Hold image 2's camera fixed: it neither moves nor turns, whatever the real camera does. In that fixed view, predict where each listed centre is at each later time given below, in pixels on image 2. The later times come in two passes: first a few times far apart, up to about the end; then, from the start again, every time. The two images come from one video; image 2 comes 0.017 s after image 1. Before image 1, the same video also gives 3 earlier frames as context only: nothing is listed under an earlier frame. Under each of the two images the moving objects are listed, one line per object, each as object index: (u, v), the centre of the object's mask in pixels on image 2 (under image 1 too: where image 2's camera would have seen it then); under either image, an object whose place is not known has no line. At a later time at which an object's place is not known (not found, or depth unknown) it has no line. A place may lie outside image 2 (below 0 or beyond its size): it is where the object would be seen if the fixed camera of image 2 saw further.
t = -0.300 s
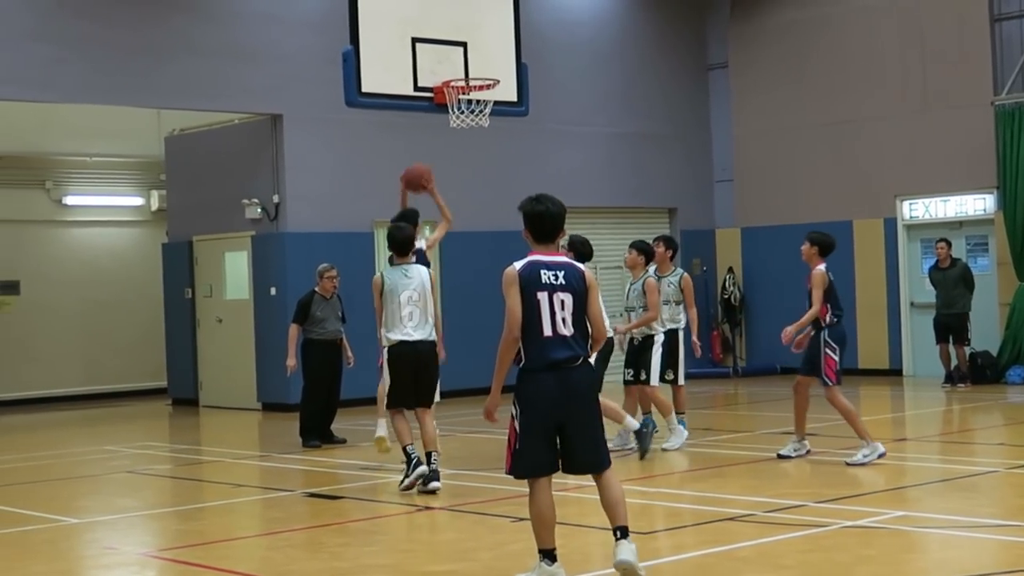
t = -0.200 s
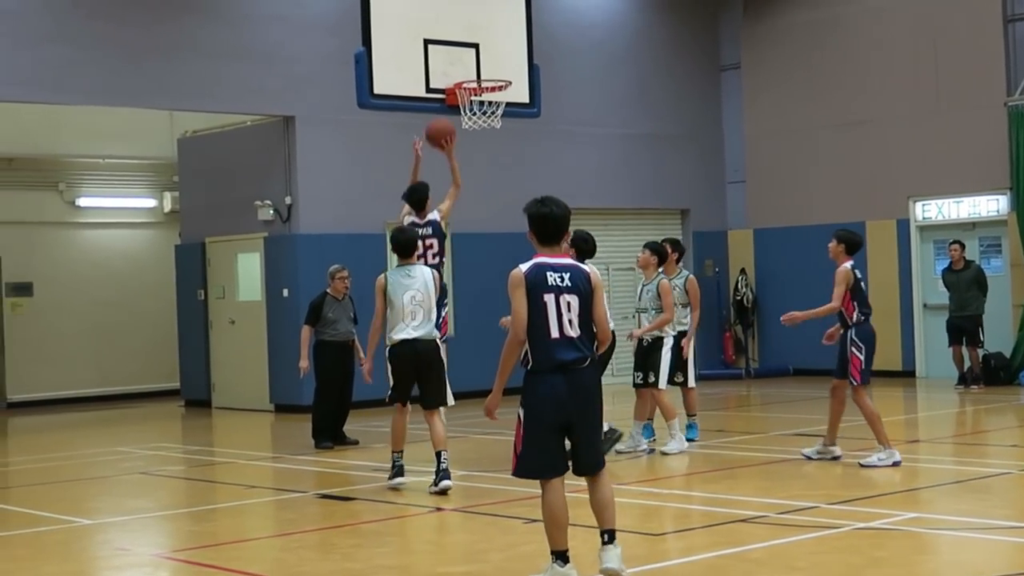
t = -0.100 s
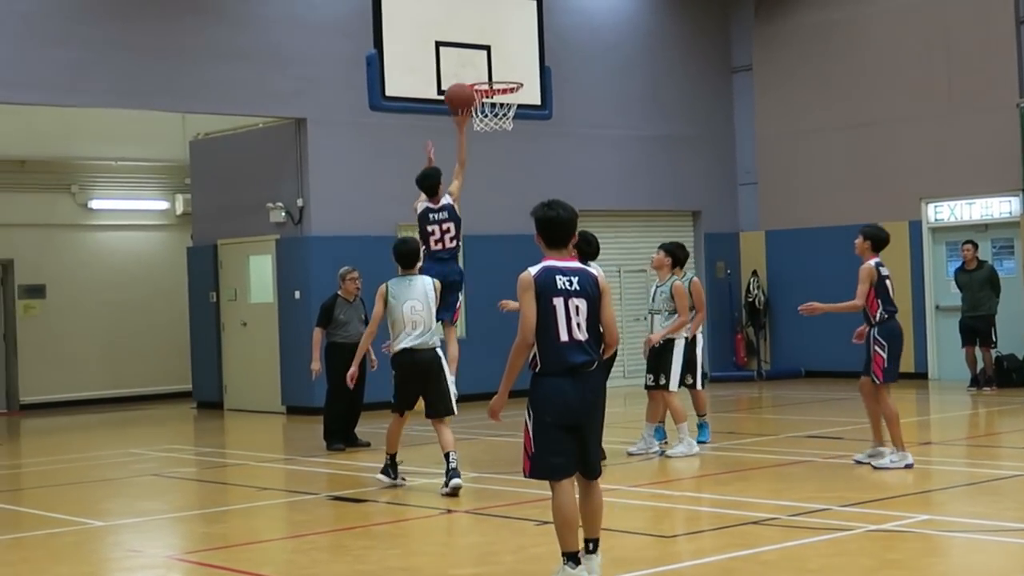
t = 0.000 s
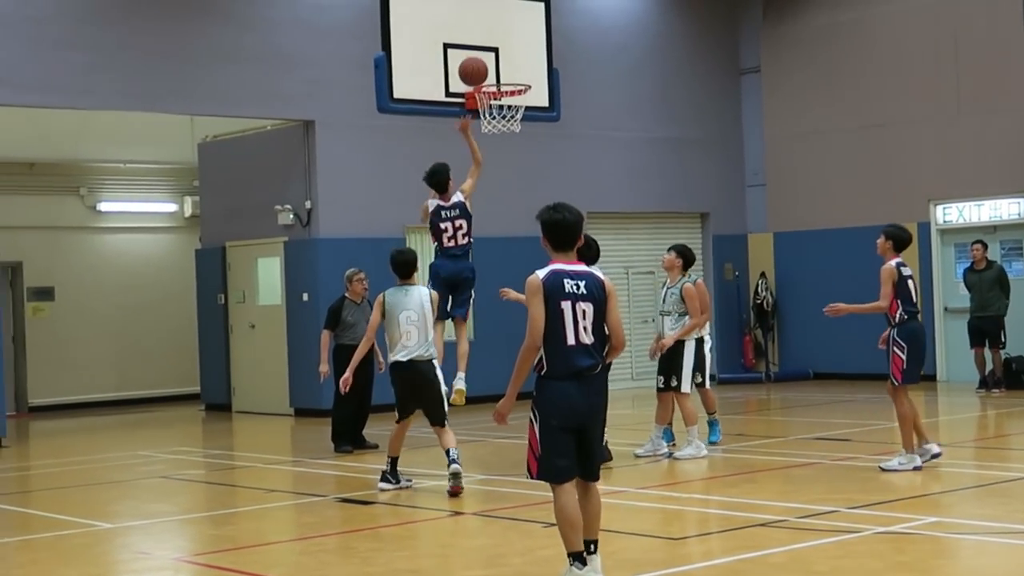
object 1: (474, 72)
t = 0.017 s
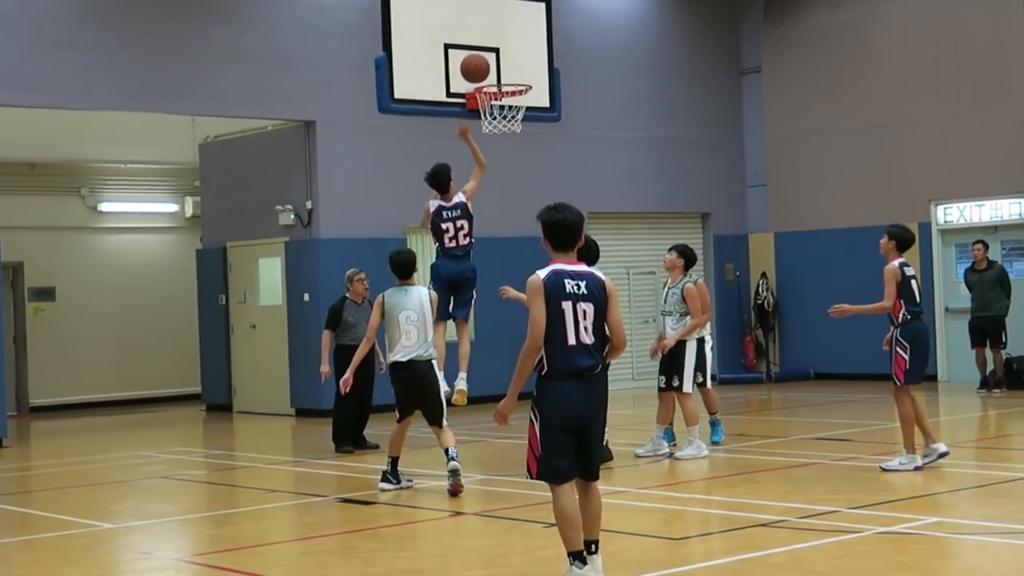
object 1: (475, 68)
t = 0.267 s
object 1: (491, 56)
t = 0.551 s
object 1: (511, 89)
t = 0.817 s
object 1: (525, 162)
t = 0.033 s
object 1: (476, 65)
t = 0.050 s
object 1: (477, 62)
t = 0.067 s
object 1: (478, 60)
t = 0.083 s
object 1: (479, 58)
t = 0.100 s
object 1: (480, 56)
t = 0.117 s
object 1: (481, 55)
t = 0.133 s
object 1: (482, 53)
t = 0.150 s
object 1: (483, 52)
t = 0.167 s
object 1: (484, 52)
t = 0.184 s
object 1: (485, 52)
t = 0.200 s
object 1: (487, 52)
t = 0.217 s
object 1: (488, 53)
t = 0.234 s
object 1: (489, 53)
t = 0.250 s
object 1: (490, 55)
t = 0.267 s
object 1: (491, 56)
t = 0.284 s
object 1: (492, 58)
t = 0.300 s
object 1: (493, 60)
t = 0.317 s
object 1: (495, 63)
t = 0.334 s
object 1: (496, 66)
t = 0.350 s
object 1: (497, 69)
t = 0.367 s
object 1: (498, 71)
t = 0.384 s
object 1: (499, 71)
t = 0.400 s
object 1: (501, 72)
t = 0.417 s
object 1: (502, 72)
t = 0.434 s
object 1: (503, 73)
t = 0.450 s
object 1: (504, 74)
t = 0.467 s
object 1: (505, 75)
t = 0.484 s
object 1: (506, 76)
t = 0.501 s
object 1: (507, 77)
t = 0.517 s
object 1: (509, 84)
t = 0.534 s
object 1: (510, 86)
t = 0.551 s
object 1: (511, 89)
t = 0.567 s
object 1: (512, 94)
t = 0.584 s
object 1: (513, 96)
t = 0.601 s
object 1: (515, 101)
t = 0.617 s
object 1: (518, 105)
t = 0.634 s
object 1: (519, 107)
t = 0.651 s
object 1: (519, 113)
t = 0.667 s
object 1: (517, 126)
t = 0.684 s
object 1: (517, 128)
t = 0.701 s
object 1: (519, 129)
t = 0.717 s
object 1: (521, 131)
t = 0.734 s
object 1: (521, 134)
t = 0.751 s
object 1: (522, 139)
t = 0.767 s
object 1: (523, 145)
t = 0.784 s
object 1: (523, 151)
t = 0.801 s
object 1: (524, 156)
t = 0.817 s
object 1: (525, 162)
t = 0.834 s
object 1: (525, 169)
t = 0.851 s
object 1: (526, 176)
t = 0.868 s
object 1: (527, 183)
